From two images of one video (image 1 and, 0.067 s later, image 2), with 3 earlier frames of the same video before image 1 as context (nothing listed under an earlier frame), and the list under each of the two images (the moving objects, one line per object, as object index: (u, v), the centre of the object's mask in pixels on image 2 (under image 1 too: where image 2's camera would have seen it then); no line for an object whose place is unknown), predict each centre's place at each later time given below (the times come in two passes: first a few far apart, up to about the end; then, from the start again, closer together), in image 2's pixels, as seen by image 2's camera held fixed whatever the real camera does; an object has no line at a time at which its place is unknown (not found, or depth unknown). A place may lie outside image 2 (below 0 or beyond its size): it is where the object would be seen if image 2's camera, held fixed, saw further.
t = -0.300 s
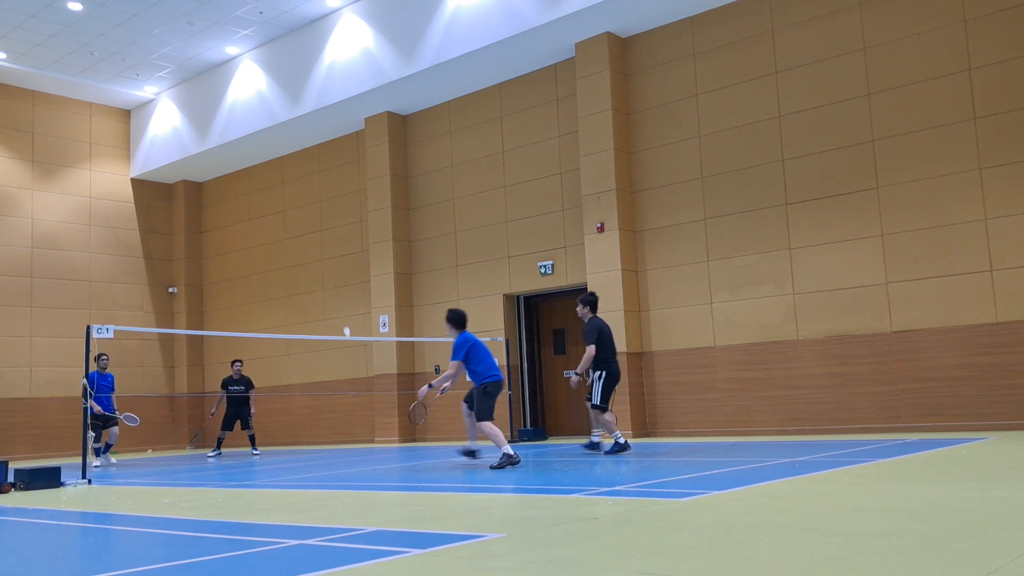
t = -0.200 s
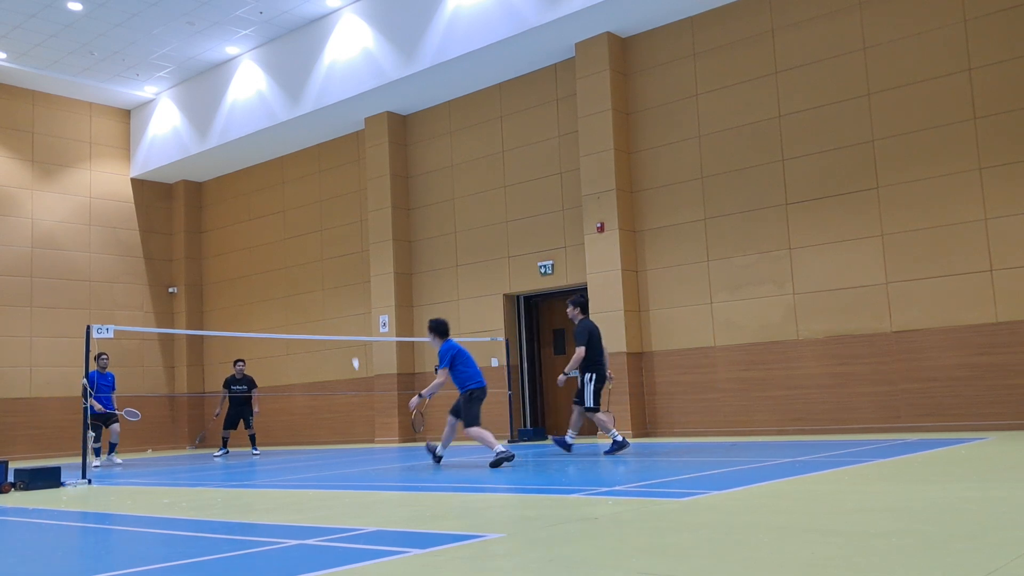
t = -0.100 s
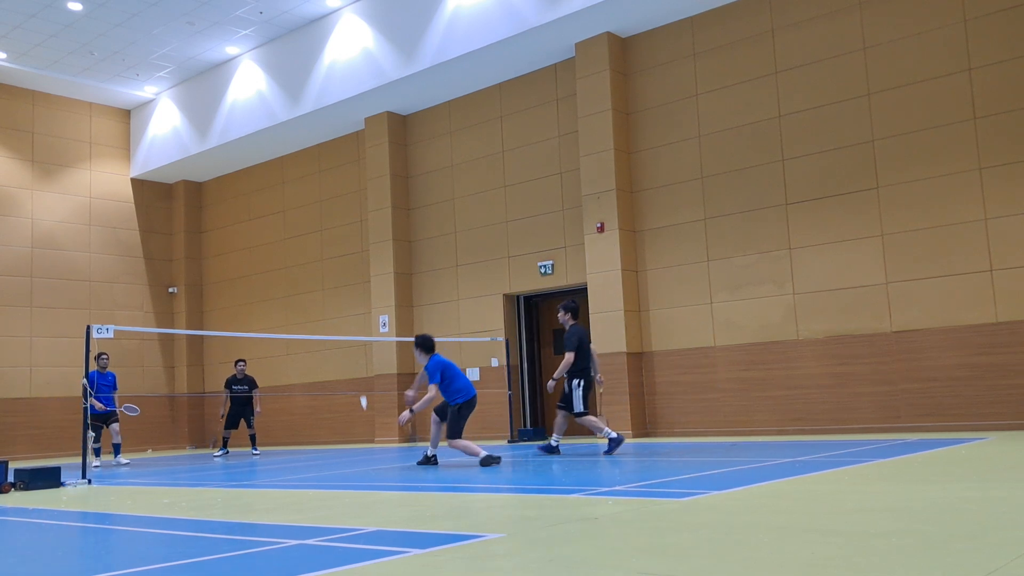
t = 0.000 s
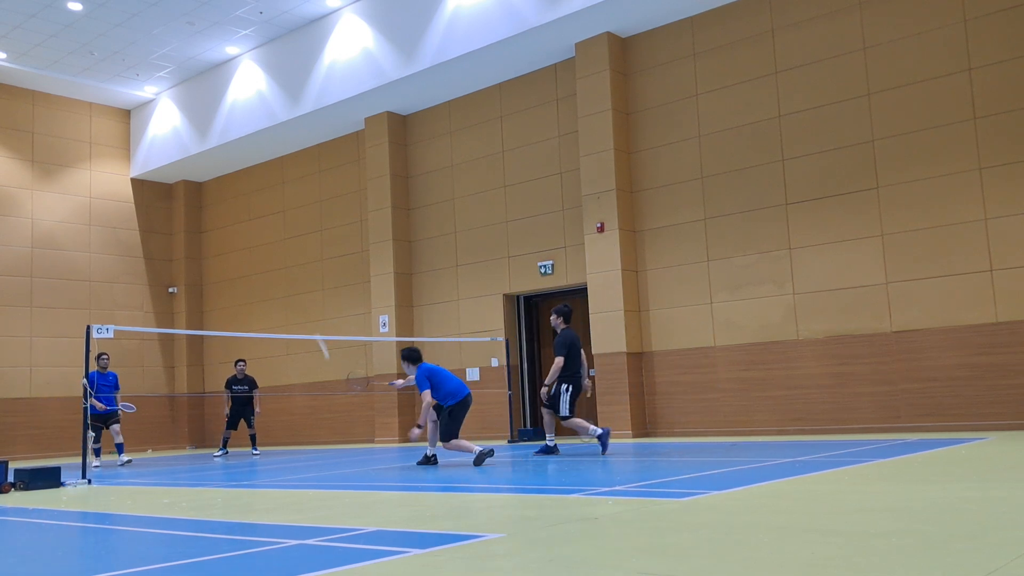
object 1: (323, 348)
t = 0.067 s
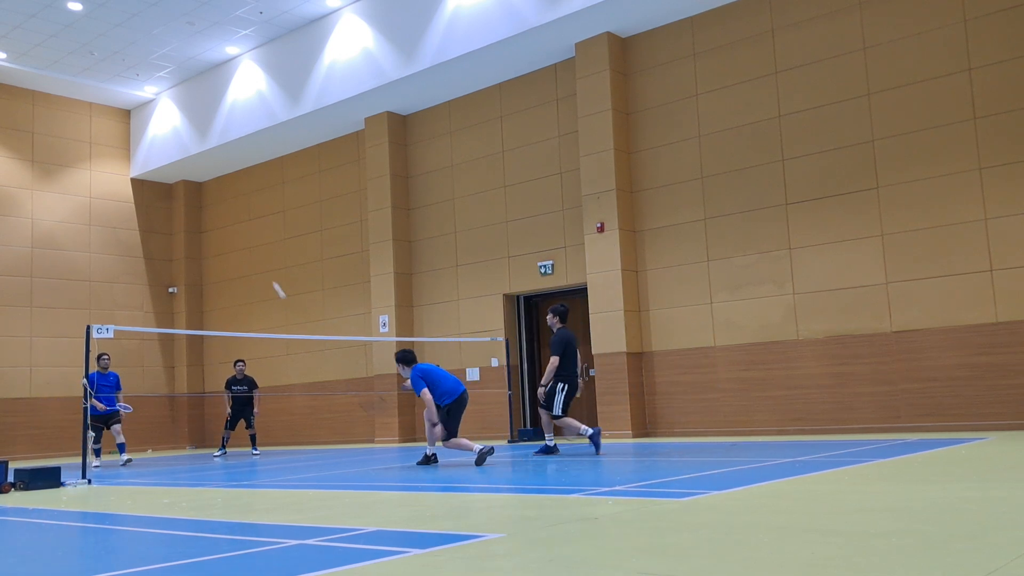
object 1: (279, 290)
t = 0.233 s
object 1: (218, 219)
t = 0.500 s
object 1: (169, 189)
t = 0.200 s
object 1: (227, 229)
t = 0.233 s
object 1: (218, 219)
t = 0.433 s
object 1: (178, 191)
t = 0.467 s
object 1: (173, 189)
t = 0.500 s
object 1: (169, 189)
